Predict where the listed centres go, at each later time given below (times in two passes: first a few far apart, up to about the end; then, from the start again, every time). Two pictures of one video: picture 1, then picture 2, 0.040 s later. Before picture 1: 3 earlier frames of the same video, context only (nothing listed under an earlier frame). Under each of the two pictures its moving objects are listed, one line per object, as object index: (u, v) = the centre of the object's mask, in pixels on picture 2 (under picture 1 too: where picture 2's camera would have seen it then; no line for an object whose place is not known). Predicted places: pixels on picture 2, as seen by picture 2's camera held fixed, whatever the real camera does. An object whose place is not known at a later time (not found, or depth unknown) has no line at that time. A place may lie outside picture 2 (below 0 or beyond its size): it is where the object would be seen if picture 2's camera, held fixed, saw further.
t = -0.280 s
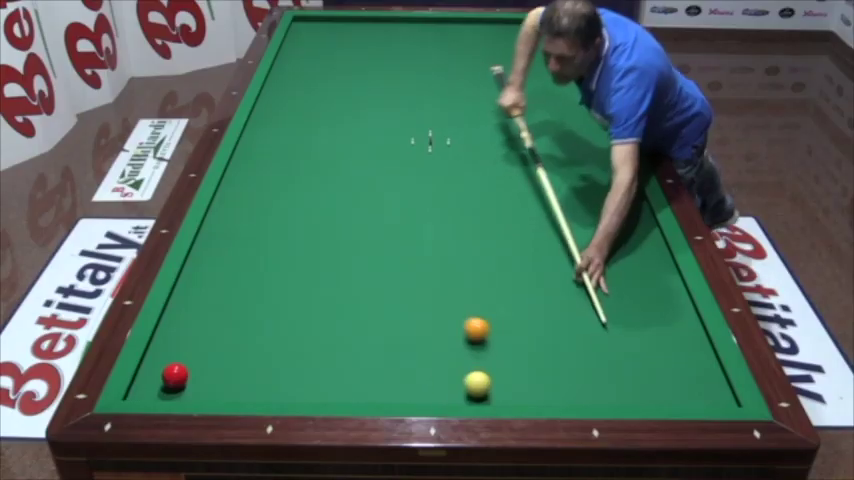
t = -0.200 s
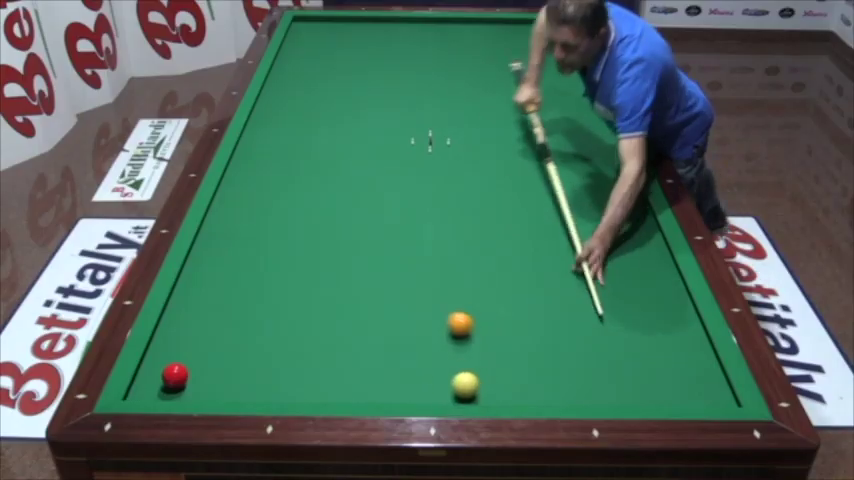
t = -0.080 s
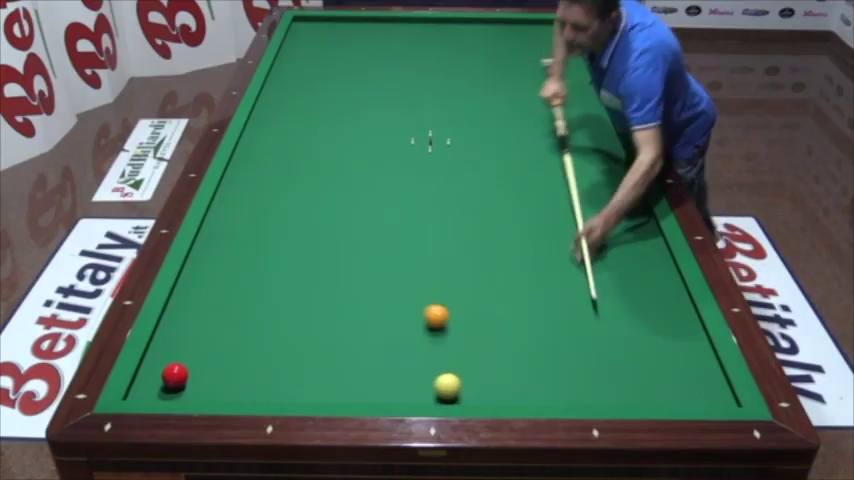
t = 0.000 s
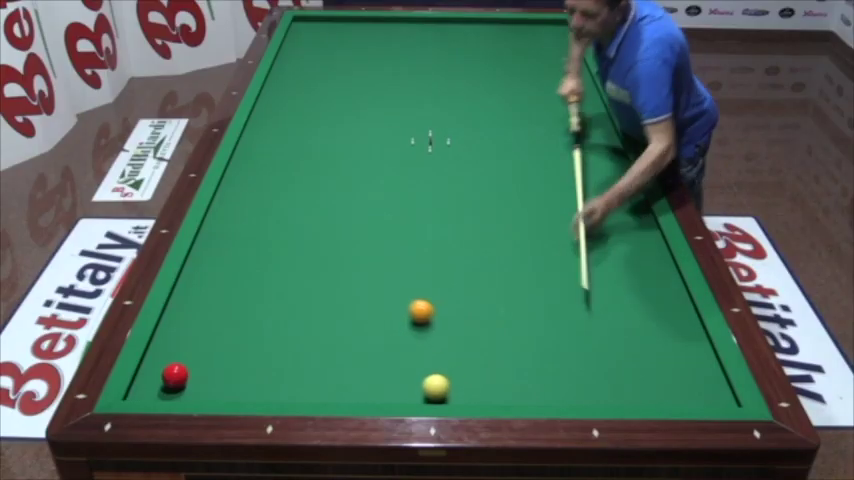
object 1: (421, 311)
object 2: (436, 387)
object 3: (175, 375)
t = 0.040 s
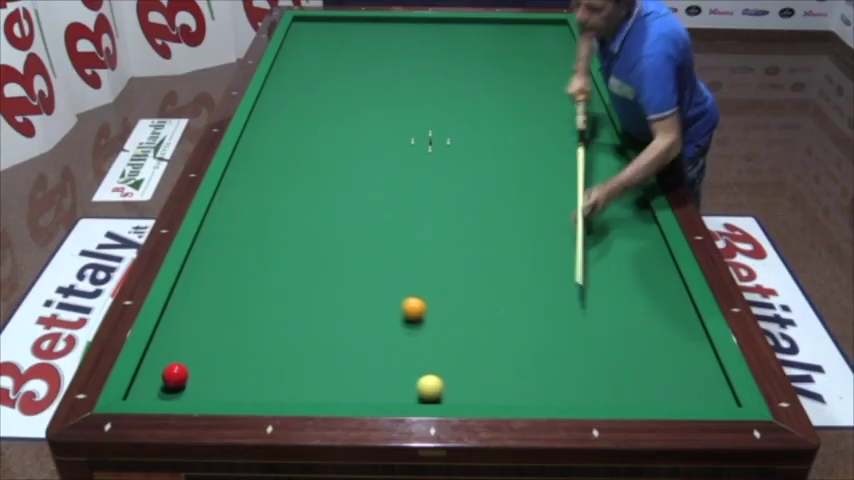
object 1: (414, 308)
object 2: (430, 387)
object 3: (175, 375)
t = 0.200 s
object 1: (385, 299)
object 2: (406, 389)
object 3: (175, 375)
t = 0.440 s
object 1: (343, 285)
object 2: (373, 391)
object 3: (175, 375)
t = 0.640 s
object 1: (311, 275)
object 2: (345, 391)
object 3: (175, 375)
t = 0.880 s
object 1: (275, 263)
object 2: (313, 393)
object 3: (175, 375)
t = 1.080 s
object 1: (246, 253)
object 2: (289, 391)
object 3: (175, 375)
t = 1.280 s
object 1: (219, 244)
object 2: (267, 390)
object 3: (175, 375)
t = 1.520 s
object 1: (217, 234)
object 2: (241, 389)
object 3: (175, 375)
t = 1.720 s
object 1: (236, 225)
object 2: (220, 388)
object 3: (175, 375)
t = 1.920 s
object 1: (254, 217)
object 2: (200, 386)
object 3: (175, 375)
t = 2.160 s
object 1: (275, 207)
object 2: (185, 388)
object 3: (168, 371)
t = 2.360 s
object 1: (291, 200)
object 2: (176, 390)
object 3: (161, 368)
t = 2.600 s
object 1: (309, 192)
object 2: (167, 391)
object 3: (154, 364)
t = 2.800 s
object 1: (323, 185)
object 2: (163, 390)
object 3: (155, 361)
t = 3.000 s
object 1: (337, 180)
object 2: (160, 388)
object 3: (160, 360)
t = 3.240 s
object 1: (352, 173)
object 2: (157, 387)
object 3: (164, 359)
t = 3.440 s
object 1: (364, 168)
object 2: (155, 387)
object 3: (167, 358)
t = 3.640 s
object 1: (376, 163)
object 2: (153, 387)
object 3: (169, 357)
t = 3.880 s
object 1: (388, 157)
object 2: (152, 386)
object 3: (171, 356)
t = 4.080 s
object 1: (399, 153)
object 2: (152, 386)
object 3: (171, 356)
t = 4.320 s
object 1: (410, 148)
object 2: (152, 386)
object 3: (171, 356)
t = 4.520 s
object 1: (419, 144)
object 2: (152, 386)
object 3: (171, 356)
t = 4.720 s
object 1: (427, 140)
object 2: (152, 386)
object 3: (171, 356)
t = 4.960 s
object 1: (437, 137)
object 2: (152, 386)
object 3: (171, 356)
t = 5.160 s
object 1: (444, 133)
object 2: (152, 386)
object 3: (171, 356)
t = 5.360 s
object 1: (452, 131)
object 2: (152, 386)
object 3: (171, 356)
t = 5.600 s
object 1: (459, 128)
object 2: (152, 386)
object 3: (171, 356)
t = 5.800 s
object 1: (466, 125)
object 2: (152, 386)
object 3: (171, 356)
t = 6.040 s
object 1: (473, 123)
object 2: (152, 386)
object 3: (171, 356)
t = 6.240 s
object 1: (478, 120)
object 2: (152, 386)
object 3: (171, 356)
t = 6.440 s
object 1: (483, 118)
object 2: (152, 386)
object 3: (171, 356)
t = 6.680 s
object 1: (489, 116)
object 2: (152, 386)
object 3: (171, 356)
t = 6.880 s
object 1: (493, 114)
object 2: (152, 386)
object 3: (171, 356)
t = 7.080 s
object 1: (497, 113)
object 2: (152, 386)
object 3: (171, 356)
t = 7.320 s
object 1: (501, 111)
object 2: (152, 386)
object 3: (171, 356)
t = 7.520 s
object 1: (505, 110)
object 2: (152, 386)
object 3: (171, 356)
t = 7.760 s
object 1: (508, 109)
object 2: (152, 386)
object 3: (171, 356)
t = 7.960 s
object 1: (511, 108)
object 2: (152, 386)
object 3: (171, 356)
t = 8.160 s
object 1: (513, 107)
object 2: (152, 386)
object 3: (171, 356)
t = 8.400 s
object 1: (516, 106)
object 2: (152, 386)
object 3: (172, 356)
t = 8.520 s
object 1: (517, 106)
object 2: (152, 386)
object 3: (172, 356)
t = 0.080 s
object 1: (406, 306)
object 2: (424, 388)
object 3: (175, 375)
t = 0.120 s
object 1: (399, 303)
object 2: (418, 388)
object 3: (175, 375)
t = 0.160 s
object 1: (392, 301)
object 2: (413, 389)
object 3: (175, 375)
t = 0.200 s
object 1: (385, 299)
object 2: (406, 389)
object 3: (175, 375)
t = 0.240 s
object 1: (377, 296)
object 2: (401, 389)
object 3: (175, 375)
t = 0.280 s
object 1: (371, 294)
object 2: (395, 389)
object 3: (175, 375)
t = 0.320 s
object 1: (363, 292)
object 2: (390, 390)
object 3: (175, 375)
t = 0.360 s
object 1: (356, 289)
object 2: (384, 390)
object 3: (175, 375)
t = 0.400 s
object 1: (350, 287)
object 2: (378, 390)
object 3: (175, 375)
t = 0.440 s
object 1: (343, 285)
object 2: (373, 391)
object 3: (175, 375)
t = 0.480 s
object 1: (336, 283)
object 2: (367, 391)
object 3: (175, 375)
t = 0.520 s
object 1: (330, 281)
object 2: (361, 391)
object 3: (175, 375)
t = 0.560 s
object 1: (323, 279)
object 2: (356, 391)
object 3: (175, 375)
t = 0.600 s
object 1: (317, 277)
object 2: (350, 391)
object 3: (175, 375)
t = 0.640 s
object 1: (311, 275)
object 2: (345, 391)
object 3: (175, 375)
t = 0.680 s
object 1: (305, 272)
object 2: (340, 392)
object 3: (175, 375)
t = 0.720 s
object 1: (298, 270)
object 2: (334, 392)
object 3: (175, 375)
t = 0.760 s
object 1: (292, 269)
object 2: (329, 392)
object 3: (175, 375)
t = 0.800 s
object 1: (286, 267)
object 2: (323, 392)
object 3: (175, 375)
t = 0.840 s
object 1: (280, 265)
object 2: (318, 393)
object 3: (175, 375)
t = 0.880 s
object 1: (275, 263)
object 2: (313, 393)
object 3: (175, 375)
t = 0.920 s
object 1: (268, 261)
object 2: (308, 393)
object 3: (175, 375)
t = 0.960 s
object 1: (263, 259)
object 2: (303, 392)
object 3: (175, 375)
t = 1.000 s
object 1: (257, 257)
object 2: (298, 392)
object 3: (175, 375)
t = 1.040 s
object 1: (251, 255)
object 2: (294, 392)
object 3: (175, 375)
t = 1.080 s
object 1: (246, 253)
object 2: (289, 391)
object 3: (175, 375)
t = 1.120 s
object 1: (240, 252)
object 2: (285, 391)
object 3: (175, 375)
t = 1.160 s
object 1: (235, 250)
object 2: (280, 391)
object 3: (175, 375)
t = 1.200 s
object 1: (229, 248)
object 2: (275, 390)
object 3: (175, 375)
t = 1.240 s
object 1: (224, 246)
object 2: (271, 390)
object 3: (175, 375)
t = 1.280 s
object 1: (219, 244)
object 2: (267, 390)
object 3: (175, 375)
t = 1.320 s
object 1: (214, 243)
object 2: (262, 390)
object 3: (175, 375)
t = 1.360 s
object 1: (209, 241)
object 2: (258, 390)
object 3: (175, 375)
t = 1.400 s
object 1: (204, 239)
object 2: (254, 389)
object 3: (175, 375)
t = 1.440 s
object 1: (208, 238)
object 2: (249, 389)
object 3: (175, 375)
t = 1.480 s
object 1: (213, 236)
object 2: (245, 389)
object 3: (175, 375)
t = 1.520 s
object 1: (217, 234)
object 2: (241, 389)
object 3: (175, 375)
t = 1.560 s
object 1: (221, 232)
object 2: (236, 388)
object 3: (175, 375)
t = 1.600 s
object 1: (225, 230)
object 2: (232, 388)
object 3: (175, 375)
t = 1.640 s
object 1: (228, 228)
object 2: (228, 388)
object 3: (175, 375)
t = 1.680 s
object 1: (232, 227)
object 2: (224, 388)
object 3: (175, 375)
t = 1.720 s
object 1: (236, 225)
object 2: (220, 388)
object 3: (175, 375)
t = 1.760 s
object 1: (240, 223)
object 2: (216, 387)
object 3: (175, 375)
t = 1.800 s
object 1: (244, 222)
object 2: (212, 387)
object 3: (175, 375)
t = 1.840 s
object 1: (247, 220)
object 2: (208, 387)
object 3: (175, 375)
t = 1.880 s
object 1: (251, 218)
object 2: (204, 387)
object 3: (175, 375)
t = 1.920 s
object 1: (254, 217)
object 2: (200, 386)
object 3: (175, 375)
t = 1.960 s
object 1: (258, 215)
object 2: (196, 386)
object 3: (175, 375)
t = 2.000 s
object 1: (261, 213)
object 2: (193, 386)
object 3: (174, 374)
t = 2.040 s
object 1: (265, 212)
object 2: (191, 387)
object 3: (172, 373)
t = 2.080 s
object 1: (268, 210)
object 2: (189, 387)
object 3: (171, 373)
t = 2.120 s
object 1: (271, 209)
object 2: (187, 387)
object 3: (169, 372)
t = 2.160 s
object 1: (275, 207)
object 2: (185, 388)
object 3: (168, 371)
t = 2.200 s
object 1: (278, 206)
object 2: (183, 388)
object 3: (167, 371)
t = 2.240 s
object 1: (281, 204)
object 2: (181, 389)
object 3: (165, 370)
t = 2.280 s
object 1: (285, 203)
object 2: (180, 389)
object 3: (164, 370)
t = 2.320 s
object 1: (288, 201)
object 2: (178, 389)
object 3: (163, 369)
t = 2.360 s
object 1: (291, 200)
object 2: (176, 390)
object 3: (161, 368)
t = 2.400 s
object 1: (294, 198)
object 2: (174, 390)
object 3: (160, 367)
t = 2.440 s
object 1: (297, 197)
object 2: (173, 390)
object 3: (159, 367)
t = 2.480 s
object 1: (300, 196)
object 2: (171, 391)
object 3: (157, 366)
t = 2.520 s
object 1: (303, 194)
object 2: (169, 391)
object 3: (156, 365)
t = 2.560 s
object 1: (306, 193)
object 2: (168, 391)
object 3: (155, 365)
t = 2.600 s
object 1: (309, 192)
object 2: (167, 391)
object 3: (154, 364)
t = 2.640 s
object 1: (312, 190)
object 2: (167, 391)
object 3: (152, 363)
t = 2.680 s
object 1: (315, 189)
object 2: (166, 390)
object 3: (153, 363)
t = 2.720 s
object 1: (318, 188)
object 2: (165, 390)
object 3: (153, 362)
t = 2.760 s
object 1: (321, 186)
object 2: (164, 390)
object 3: (154, 362)
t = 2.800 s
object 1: (323, 185)
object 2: (163, 390)
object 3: (155, 361)
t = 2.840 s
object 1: (326, 184)
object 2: (163, 390)
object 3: (156, 360)
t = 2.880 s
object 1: (329, 183)
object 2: (162, 389)
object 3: (157, 360)
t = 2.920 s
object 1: (332, 182)
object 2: (162, 389)
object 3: (158, 360)
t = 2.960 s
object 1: (334, 181)
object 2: (161, 389)
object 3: (159, 360)
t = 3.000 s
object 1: (337, 180)
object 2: (160, 388)
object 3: (160, 360)
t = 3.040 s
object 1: (340, 178)
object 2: (160, 388)
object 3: (160, 359)
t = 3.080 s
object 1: (342, 177)
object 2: (159, 388)
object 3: (161, 359)
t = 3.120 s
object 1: (345, 176)
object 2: (158, 388)
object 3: (162, 359)
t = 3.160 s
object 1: (347, 175)
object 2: (158, 388)
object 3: (163, 359)
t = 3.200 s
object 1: (350, 174)
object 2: (157, 387)
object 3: (163, 359)
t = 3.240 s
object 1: (352, 173)
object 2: (157, 387)
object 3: (164, 359)
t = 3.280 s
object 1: (355, 172)
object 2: (156, 387)
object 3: (164, 358)
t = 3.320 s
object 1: (357, 171)
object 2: (156, 387)
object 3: (165, 358)
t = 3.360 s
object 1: (359, 170)
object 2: (156, 387)
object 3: (166, 358)
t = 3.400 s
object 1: (362, 169)
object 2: (155, 387)
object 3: (167, 358)
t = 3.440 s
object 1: (364, 168)
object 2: (155, 387)
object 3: (167, 358)
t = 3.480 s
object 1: (366, 166)
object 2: (155, 387)
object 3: (168, 357)
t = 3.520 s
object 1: (369, 165)
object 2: (154, 387)
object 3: (168, 357)
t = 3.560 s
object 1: (371, 164)
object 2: (154, 387)
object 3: (169, 357)
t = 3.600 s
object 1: (373, 164)
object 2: (153, 387)
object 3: (169, 357)
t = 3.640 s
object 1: (376, 163)
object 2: (153, 387)
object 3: (169, 357)
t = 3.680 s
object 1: (378, 162)
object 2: (153, 386)
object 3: (170, 356)
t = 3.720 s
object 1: (380, 161)
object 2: (153, 386)
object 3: (170, 356)
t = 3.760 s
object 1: (382, 160)
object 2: (153, 386)
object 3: (170, 356)
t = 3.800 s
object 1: (384, 159)
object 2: (152, 386)
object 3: (171, 356)
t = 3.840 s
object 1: (386, 158)
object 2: (152, 386)
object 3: (171, 356)
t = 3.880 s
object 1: (388, 157)
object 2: (152, 386)
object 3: (171, 356)
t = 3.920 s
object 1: (390, 156)
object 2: (152, 386)
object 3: (171, 356)
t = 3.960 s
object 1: (392, 155)
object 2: (152, 386)
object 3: (171, 356)
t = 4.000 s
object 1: (395, 155)
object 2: (152, 386)
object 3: (171, 356)
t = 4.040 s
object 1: (397, 154)
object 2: (152, 386)
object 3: (171, 356)
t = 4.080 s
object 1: (399, 153)
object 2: (152, 386)
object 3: (171, 356)
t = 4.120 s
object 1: (401, 152)
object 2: (152, 386)
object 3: (171, 356)
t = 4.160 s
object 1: (403, 151)
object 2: (152, 386)
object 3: (171, 356)
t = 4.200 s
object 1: (404, 151)
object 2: (152, 386)
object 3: (171, 356)
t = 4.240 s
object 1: (406, 150)
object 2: (152, 386)
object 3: (171, 356)
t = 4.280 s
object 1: (408, 149)
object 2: (152, 386)
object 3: (171, 356)
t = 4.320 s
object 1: (410, 148)
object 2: (152, 386)
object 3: (171, 356)
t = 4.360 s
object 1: (412, 147)
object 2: (152, 386)
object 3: (171, 356)
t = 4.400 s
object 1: (414, 147)
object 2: (152, 386)
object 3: (171, 356)
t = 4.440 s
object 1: (415, 146)
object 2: (152, 386)
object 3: (171, 356)
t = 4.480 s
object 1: (417, 145)
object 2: (152, 386)
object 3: (171, 356)
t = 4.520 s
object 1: (419, 144)
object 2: (152, 386)
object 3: (171, 356)
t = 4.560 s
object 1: (420, 144)
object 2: (152, 386)
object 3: (171, 356)
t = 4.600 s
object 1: (422, 143)
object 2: (152, 386)
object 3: (171, 356)
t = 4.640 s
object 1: (424, 142)
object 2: (152, 386)
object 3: (171, 356)
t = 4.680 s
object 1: (425, 141)
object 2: (152, 386)
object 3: (171, 356)
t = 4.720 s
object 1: (427, 140)
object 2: (152, 386)
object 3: (171, 356)
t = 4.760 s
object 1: (429, 140)
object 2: (152, 386)
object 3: (171, 356)
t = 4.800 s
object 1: (430, 139)
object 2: (152, 386)
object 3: (171, 356)
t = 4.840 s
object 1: (432, 139)
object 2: (152, 386)
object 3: (171, 356)
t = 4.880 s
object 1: (434, 138)
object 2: (152, 386)
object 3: (171, 356)
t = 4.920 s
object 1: (435, 138)
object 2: (152, 386)
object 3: (171, 356)
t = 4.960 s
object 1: (437, 137)
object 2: (152, 386)
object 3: (171, 356)
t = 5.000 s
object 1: (439, 136)
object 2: (152, 386)
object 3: (171, 356)
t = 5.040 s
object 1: (440, 136)
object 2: (152, 386)
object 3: (171, 356)
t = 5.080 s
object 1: (441, 135)
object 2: (152, 386)
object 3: (171, 356)
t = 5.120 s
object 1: (442, 134)
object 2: (152, 386)
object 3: (171, 356)
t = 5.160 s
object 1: (444, 133)
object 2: (152, 386)
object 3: (171, 356)
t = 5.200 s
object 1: (446, 133)
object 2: (152, 386)
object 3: (171, 356)
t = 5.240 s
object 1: (447, 132)
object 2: (152, 386)
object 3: (171, 356)
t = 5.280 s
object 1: (449, 132)
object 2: (152, 386)
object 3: (171, 356)
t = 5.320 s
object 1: (450, 131)
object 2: (152, 386)
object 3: (171, 356)
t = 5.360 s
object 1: (452, 131)
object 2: (152, 386)
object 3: (171, 356)
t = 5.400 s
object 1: (453, 130)
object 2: (152, 386)
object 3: (171, 356)
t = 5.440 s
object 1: (454, 130)
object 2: (152, 386)
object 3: (171, 356)
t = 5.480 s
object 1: (456, 129)
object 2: (152, 386)
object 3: (171, 356)
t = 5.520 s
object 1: (457, 129)
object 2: (152, 386)
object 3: (171, 356)
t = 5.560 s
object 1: (458, 128)
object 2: (152, 386)
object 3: (171, 356)
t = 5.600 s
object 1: (459, 128)
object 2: (152, 386)
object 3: (171, 356)
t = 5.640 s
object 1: (461, 127)
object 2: (152, 386)
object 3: (171, 356)
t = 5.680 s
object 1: (462, 127)
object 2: (152, 386)
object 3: (171, 356)
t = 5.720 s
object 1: (463, 126)
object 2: (152, 386)
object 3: (171, 356)
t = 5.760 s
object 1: (464, 126)
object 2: (152, 386)
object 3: (171, 356)
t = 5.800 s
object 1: (466, 125)
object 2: (152, 386)
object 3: (171, 356)
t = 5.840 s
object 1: (467, 125)
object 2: (152, 386)
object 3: (171, 356)
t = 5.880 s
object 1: (468, 124)
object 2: (152, 386)
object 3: (171, 356)
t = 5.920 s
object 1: (469, 124)
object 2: (152, 386)
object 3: (171, 356)
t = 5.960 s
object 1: (470, 123)
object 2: (152, 386)
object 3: (171, 356)
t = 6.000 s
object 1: (471, 123)
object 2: (152, 386)
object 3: (171, 356)
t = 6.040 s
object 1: (473, 123)
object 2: (152, 386)
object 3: (171, 356)
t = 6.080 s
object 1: (473, 122)
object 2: (152, 386)
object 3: (171, 356)
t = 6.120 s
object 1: (475, 122)
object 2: (152, 386)
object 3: (171, 356)
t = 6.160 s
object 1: (476, 121)
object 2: (152, 386)
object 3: (171, 356)
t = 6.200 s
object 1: (477, 121)
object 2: (152, 386)
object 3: (171, 356)
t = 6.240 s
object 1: (478, 120)
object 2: (152, 386)
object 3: (171, 356)
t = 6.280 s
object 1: (479, 120)
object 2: (152, 386)
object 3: (171, 356)
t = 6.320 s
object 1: (480, 119)
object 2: (152, 386)
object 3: (171, 356)
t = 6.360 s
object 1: (481, 119)
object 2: (152, 386)
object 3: (171, 356)
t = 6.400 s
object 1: (482, 119)
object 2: (152, 386)
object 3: (171, 356)
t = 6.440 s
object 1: (483, 118)
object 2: (152, 386)
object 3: (171, 356)
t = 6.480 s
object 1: (484, 118)
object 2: (152, 386)
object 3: (171, 356)
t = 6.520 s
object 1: (485, 117)
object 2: (152, 386)
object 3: (171, 356)
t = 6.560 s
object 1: (486, 117)
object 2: (152, 386)
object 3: (171, 356)
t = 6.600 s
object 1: (487, 117)
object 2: (152, 386)
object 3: (171, 356)
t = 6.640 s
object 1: (488, 117)
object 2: (152, 386)
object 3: (171, 356)
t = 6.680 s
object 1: (489, 116)
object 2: (152, 386)
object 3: (171, 356)
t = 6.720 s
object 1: (489, 116)
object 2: (152, 386)
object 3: (171, 356)
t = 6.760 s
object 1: (490, 115)
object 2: (152, 386)
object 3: (171, 356)
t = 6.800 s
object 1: (491, 115)
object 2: (152, 386)
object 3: (171, 356)
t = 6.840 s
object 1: (492, 115)
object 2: (152, 386)
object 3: (171, 356)
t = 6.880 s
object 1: (493, 114)
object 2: (152, 386)
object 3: (171, 356)
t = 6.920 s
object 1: (494, 114)
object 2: (152, 386)
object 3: (171, 356)
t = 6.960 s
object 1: (494, 114)
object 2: (152, 386)
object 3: (171, 356)
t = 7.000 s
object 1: (495, 114)
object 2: (152, 386)
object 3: (171, 356)
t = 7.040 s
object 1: (496, 113)
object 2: (152, 386)
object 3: (171, 356)
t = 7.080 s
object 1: (497, 113)
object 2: (152, 386)
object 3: (171, 356)
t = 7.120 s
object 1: (498, 113)
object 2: (152, 386)
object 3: (171, 356)
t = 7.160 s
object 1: (498, 113)
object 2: (152, 386)
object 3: (171, 356)
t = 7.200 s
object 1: (499, 112)
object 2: (152, 386)
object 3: (171, 356)
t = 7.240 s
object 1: (500, 112)
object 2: (152, 386)
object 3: (171, 356)
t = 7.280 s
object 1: (501, 112)
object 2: (152, 386)
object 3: (171, 356)
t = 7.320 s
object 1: (501, 111)
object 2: (152, 386)
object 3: (171, 356)
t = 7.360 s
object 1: (502, 111)
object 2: (152, 386)
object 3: (171, 356)
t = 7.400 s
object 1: (503, 111)
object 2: (152, 386)
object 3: (171, 356)
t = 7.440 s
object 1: (503, 111)
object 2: (152, 386)
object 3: (171, 356)
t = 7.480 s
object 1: (504, 110)
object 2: (152, 386)
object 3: (171, 356)
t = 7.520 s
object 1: (505, 110)
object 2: (152, 386)
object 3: (171, 356)
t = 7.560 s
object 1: (505, 110)
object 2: (152, 386)
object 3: (171, 356)
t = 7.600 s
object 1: (506, 110)
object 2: (152, 386)
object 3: (171, 356)
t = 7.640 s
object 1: (507, 110)
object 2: (152, 386)
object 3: (171, 356)
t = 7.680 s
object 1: (507, 109)
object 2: (152, 386)
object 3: (171, 356)
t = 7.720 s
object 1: (508, 109)
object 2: (152, 386)
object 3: (171, 356)
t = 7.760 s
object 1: (508, 109)
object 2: (152, 386)
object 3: (171, 356)
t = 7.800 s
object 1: (509, 109)
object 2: (152, 386)
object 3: (171, 356)
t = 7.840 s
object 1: (509, 109)
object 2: (152, 386)
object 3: (171, 356)
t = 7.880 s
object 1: (510, 109)
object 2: (152, 386)
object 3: (171, 356)
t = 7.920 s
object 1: (511, 109)
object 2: (152, 386)
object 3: (171, 356)
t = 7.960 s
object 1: (511, 108)
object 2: (152, 386)
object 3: (171, 356)
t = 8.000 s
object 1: (512, 108)
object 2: (152, 386)
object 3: (171, 356)
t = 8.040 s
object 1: (512, 108)
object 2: (152, 386)
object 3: (171, 356)
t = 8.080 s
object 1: (513, 108)
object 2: (152, 386)
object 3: (171, 356)
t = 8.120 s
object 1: (513, 108)
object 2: (152, 386)
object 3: (171, 356)
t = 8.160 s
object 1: (513, 107)
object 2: (152, 386)
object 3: (171, 356)
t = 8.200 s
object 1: (514, 107)
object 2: (152, 386)
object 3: (171, 356)
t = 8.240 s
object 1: (514, 107)
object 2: (152, 386)
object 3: (171, 356)
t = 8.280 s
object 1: (515, 107)
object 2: (152, 386)
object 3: (172, 356)
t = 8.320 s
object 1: (515, 106)
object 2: (152, 386)
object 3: (172, 356)
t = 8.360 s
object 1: (516, 106)
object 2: (152, 386)
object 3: (172, 356)
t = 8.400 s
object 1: (516, 106)
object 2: (152, 386)
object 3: (172, 356)
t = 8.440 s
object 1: (516, 106)
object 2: (152, 386)
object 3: (172, 356)
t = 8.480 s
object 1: (517, 106)
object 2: (152, 386)
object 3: (172, 356)
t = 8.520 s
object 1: (517, 106)
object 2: (152, 386)
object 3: (172, 356)
